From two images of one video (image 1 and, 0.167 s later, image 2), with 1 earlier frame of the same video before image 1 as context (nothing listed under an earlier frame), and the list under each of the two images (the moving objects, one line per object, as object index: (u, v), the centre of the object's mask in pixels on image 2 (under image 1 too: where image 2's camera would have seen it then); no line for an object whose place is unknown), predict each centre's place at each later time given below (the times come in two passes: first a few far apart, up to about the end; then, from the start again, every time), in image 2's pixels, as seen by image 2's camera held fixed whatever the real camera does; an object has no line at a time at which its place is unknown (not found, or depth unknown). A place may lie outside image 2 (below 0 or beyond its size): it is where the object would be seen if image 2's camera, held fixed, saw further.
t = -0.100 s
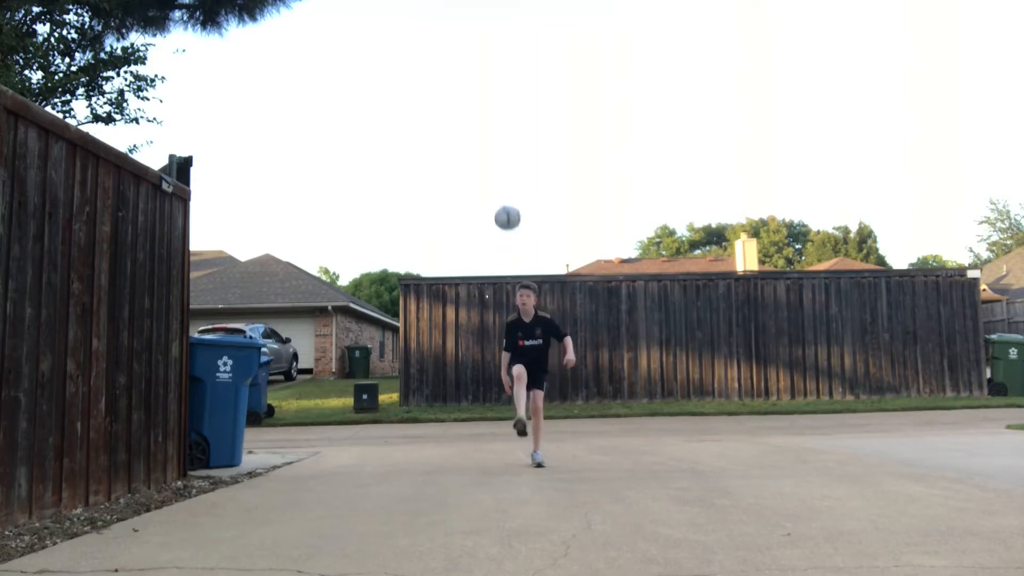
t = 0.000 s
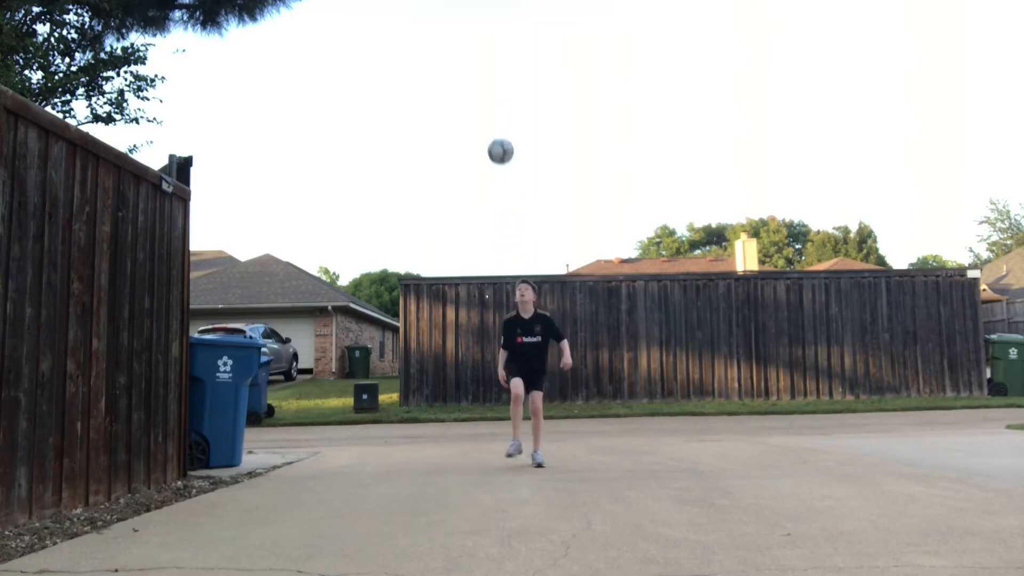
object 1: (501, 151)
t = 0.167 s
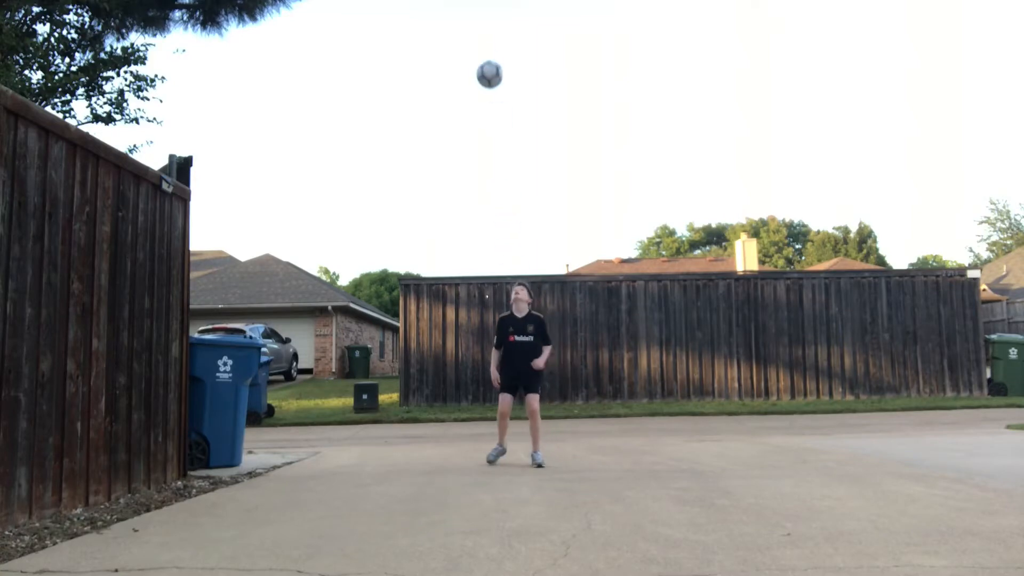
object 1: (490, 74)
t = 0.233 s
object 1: (485, 54)
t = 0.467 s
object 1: (472, 28)
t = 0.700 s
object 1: (459, 66)
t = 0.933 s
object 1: (448, 162)
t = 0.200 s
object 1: (488, 63)
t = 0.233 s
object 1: (485, 54)
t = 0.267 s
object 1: (483, 46)
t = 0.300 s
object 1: (481, 40)
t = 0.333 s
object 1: (480, 35)
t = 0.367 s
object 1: (478, 31)
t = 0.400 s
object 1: (476, 29)
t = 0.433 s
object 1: (474, 28)
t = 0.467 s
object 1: (472, 28)
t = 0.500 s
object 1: (470, 30)
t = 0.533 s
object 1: (468, 33)
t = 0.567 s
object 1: (466, 37)
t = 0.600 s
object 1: (465, 42)
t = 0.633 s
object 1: (463, 49)
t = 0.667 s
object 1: (461, 57)
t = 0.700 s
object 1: (459, 66)
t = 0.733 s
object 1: (458, 76)
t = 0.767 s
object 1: (456, 87)
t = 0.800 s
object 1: (455, 100)
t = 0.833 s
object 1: (453, 114)
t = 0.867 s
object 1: (452, 129)
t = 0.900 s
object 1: (450, 145)
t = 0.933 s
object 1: (448, 162)
